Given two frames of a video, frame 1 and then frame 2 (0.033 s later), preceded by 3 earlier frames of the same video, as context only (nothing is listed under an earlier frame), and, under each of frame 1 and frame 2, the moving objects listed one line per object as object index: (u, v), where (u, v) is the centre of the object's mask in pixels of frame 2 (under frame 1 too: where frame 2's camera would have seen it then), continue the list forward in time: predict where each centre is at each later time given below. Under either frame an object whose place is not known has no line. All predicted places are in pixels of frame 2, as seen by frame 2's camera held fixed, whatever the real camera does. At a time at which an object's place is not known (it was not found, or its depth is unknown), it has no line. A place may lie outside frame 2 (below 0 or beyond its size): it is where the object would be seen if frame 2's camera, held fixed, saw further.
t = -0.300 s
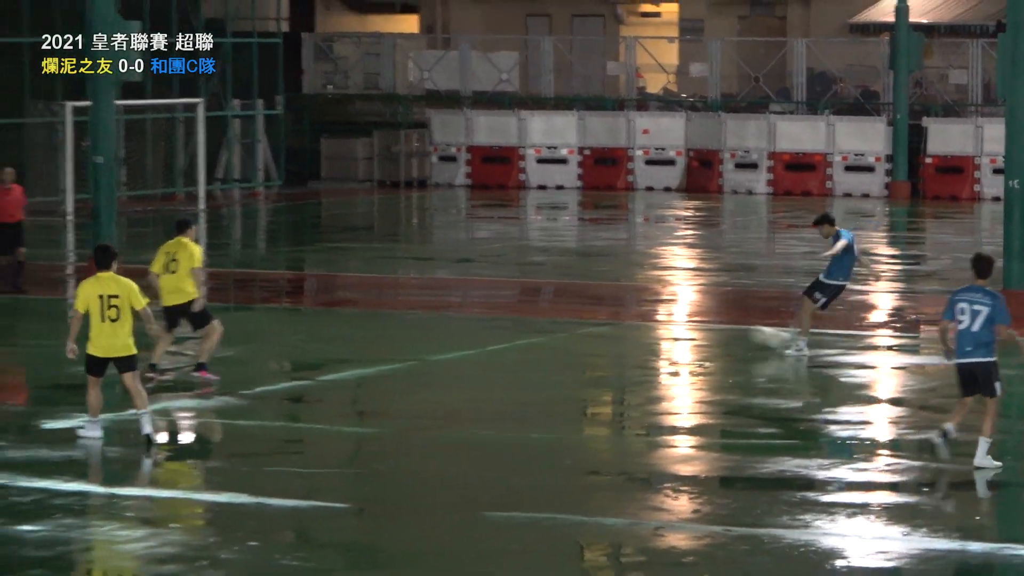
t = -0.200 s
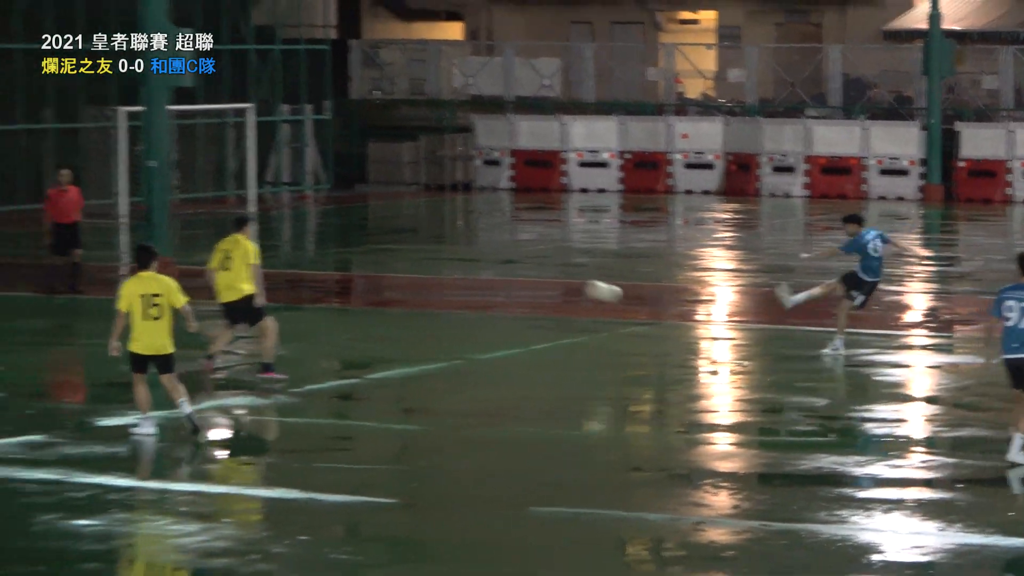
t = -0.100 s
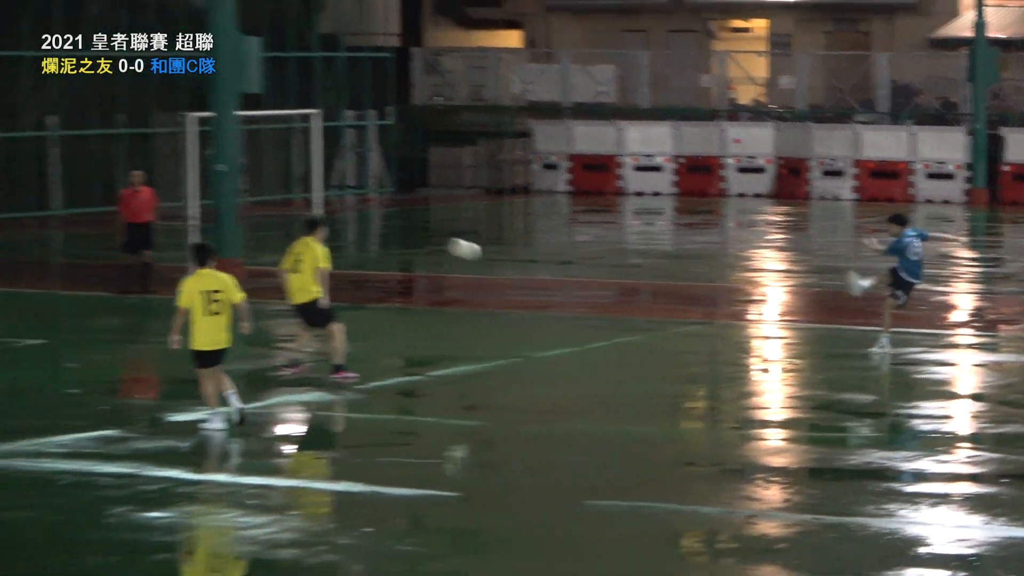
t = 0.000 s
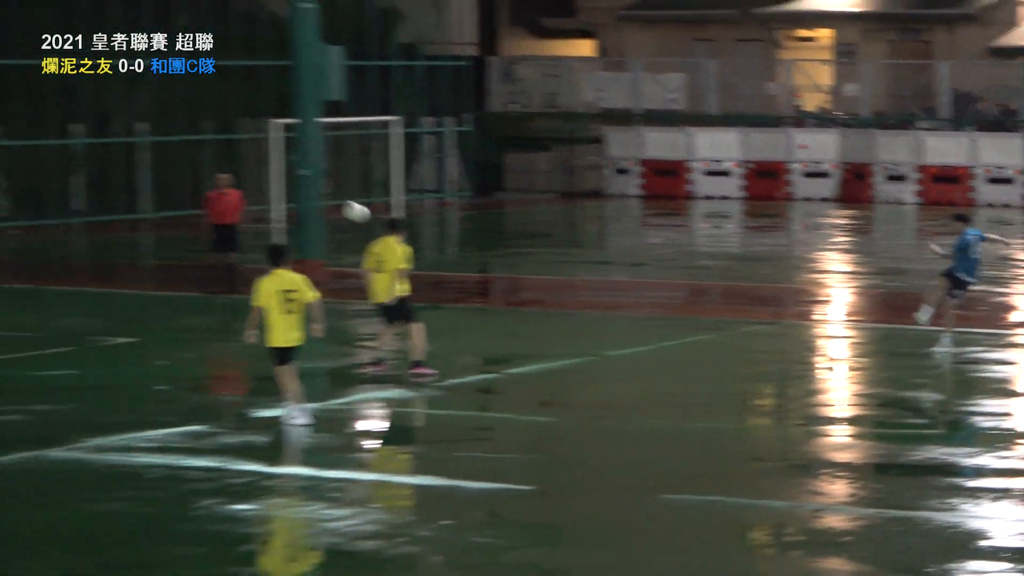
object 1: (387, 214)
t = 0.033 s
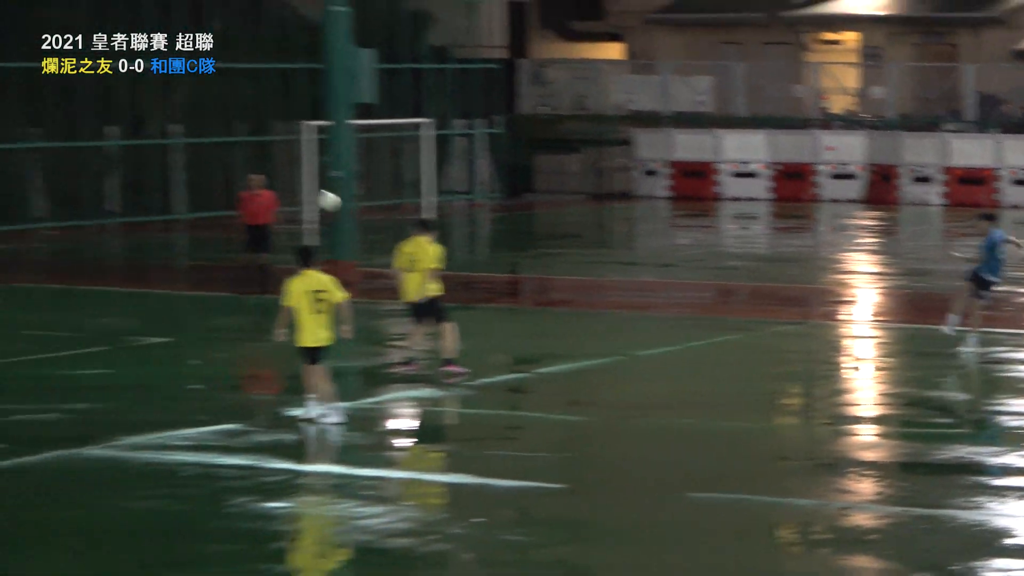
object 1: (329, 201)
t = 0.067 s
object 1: (272, 189)
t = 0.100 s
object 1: (215, 178)
